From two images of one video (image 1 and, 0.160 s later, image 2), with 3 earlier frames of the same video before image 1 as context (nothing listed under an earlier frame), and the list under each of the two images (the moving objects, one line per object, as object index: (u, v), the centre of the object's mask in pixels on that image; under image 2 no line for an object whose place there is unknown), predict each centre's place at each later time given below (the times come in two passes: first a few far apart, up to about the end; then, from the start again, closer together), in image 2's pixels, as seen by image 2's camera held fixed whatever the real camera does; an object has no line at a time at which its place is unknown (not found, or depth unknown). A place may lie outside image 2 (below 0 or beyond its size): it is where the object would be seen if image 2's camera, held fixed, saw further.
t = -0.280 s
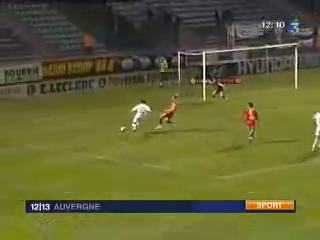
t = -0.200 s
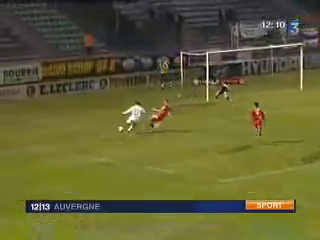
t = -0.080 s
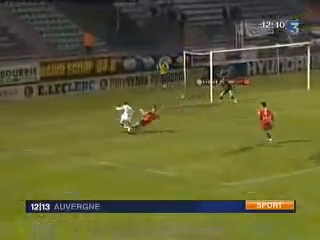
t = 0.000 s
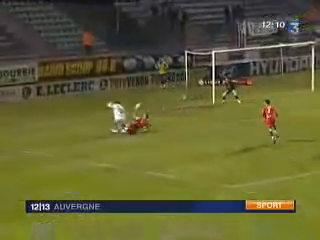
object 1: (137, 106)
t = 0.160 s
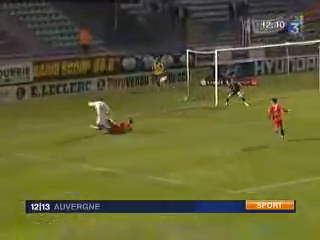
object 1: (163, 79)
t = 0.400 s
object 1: (197, 54)
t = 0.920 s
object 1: (263, 56)
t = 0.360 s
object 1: (192, 57)
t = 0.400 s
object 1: (197, 54)
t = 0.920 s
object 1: (263, 56)
